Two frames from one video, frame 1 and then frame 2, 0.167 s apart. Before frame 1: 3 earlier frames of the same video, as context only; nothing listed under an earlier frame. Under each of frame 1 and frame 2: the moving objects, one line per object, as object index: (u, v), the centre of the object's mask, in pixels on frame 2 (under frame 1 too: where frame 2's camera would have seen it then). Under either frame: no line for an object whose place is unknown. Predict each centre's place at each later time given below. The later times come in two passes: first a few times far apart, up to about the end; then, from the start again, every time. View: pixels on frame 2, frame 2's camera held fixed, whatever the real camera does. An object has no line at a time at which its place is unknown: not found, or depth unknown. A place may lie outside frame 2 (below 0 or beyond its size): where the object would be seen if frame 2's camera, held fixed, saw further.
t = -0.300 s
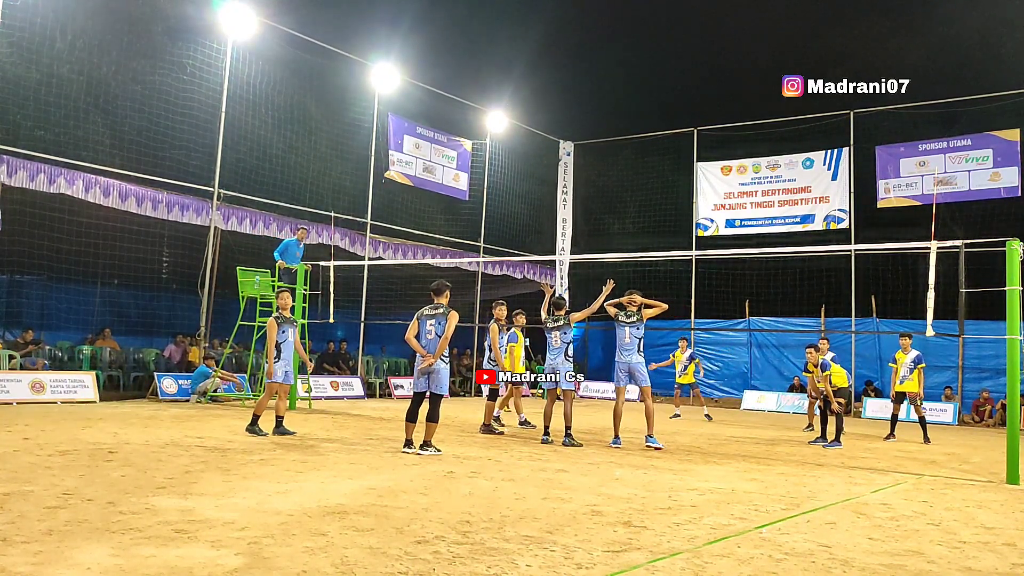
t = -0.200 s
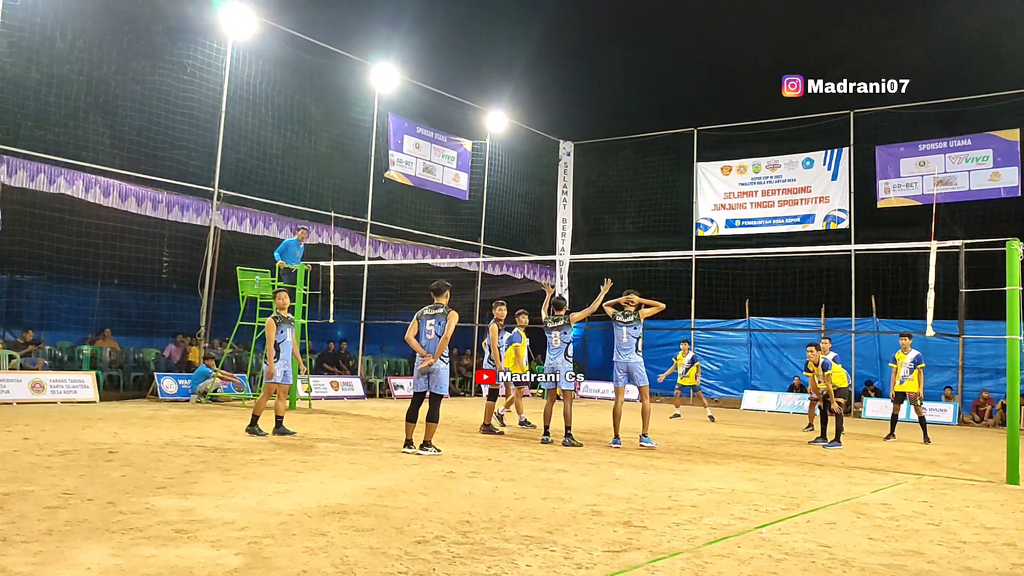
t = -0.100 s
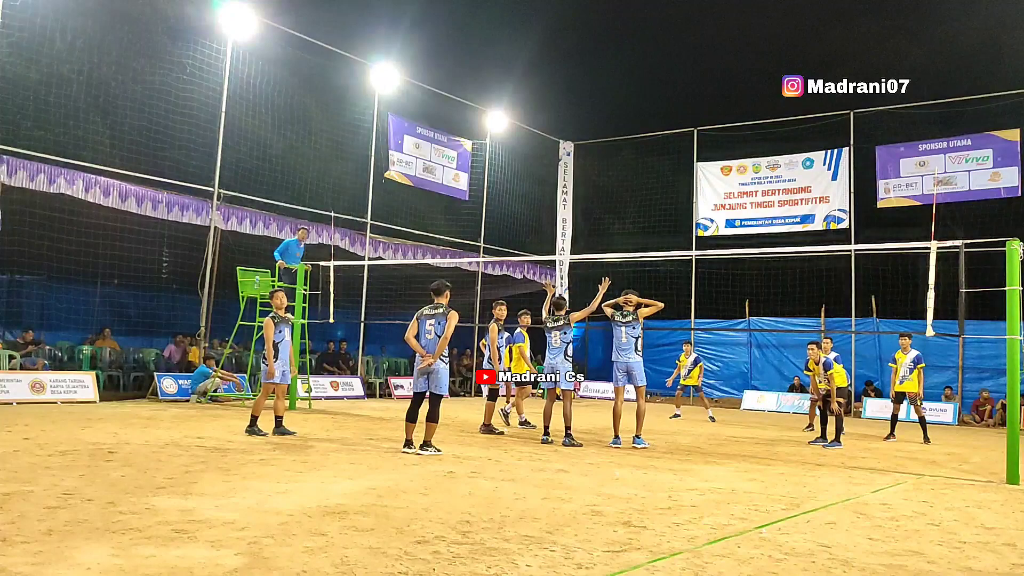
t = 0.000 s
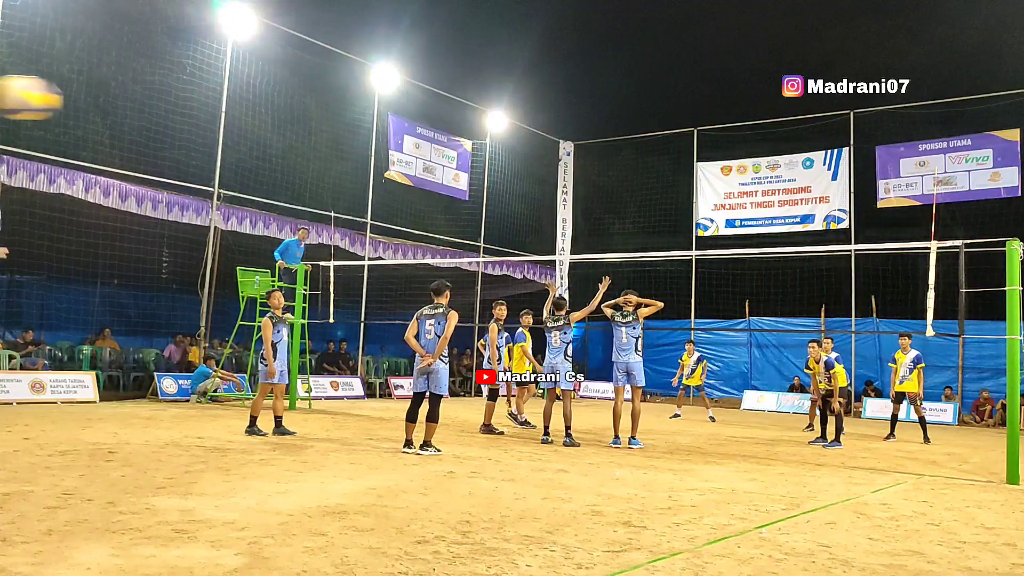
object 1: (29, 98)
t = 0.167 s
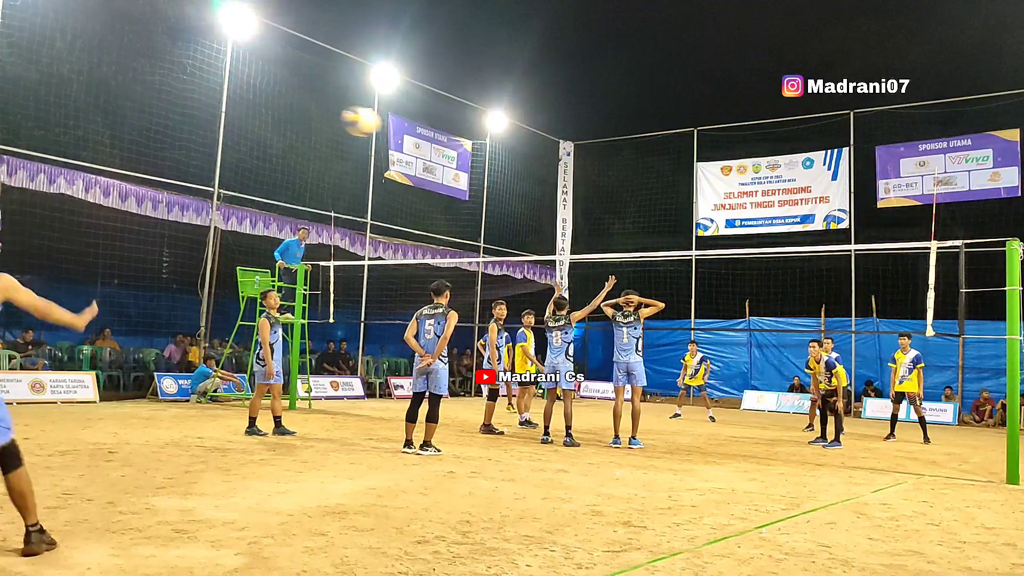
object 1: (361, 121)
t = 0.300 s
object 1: (501, 155)
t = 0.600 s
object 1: (664, 244)
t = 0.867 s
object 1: (692, 259)
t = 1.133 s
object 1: (711, 312)
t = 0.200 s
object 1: (404, 128)
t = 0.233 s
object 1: (439, 135)
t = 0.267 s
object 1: (472, 145)
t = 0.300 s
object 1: (501, 155)
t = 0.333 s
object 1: (525, 164)
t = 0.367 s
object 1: (547, 173)
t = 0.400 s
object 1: (570, 183)
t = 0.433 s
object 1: (589, 193)
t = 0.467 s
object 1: (607, 203)
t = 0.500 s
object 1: (624, 213)
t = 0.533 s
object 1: (638, 224)
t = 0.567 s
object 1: (652, 234)
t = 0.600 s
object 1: (664, 244)
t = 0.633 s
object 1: (671, 249)
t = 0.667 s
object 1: (674, 248)
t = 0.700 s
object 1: (678, 246)
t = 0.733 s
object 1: (681, 247)
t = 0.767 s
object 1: (684, 250)
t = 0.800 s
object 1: (686, 252)
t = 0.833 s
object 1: (689, 255)
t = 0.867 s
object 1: (692, 259)
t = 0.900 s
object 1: (694, 263)
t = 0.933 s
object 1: (697, 268)
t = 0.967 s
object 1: (700, 274)
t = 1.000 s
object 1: (702, 280)
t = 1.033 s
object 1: (704, 287)
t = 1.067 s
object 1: (706, 295)
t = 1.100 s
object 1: (709, 303)
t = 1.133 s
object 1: (711, 312)
